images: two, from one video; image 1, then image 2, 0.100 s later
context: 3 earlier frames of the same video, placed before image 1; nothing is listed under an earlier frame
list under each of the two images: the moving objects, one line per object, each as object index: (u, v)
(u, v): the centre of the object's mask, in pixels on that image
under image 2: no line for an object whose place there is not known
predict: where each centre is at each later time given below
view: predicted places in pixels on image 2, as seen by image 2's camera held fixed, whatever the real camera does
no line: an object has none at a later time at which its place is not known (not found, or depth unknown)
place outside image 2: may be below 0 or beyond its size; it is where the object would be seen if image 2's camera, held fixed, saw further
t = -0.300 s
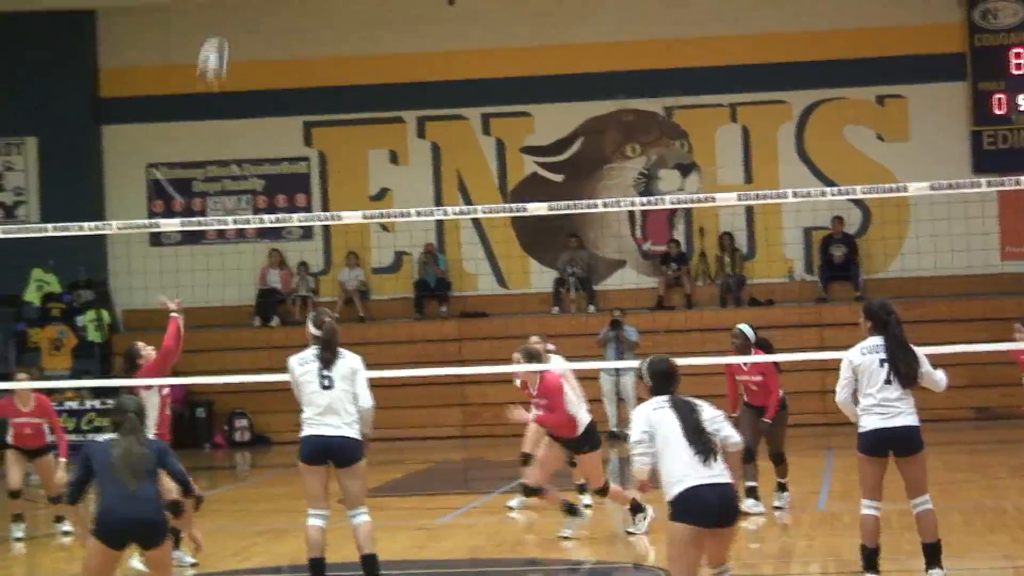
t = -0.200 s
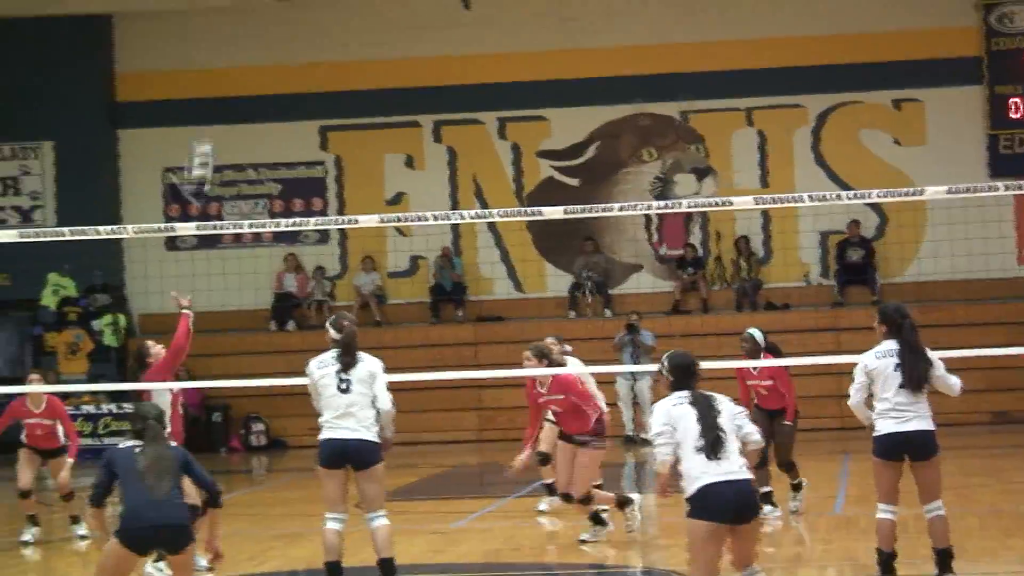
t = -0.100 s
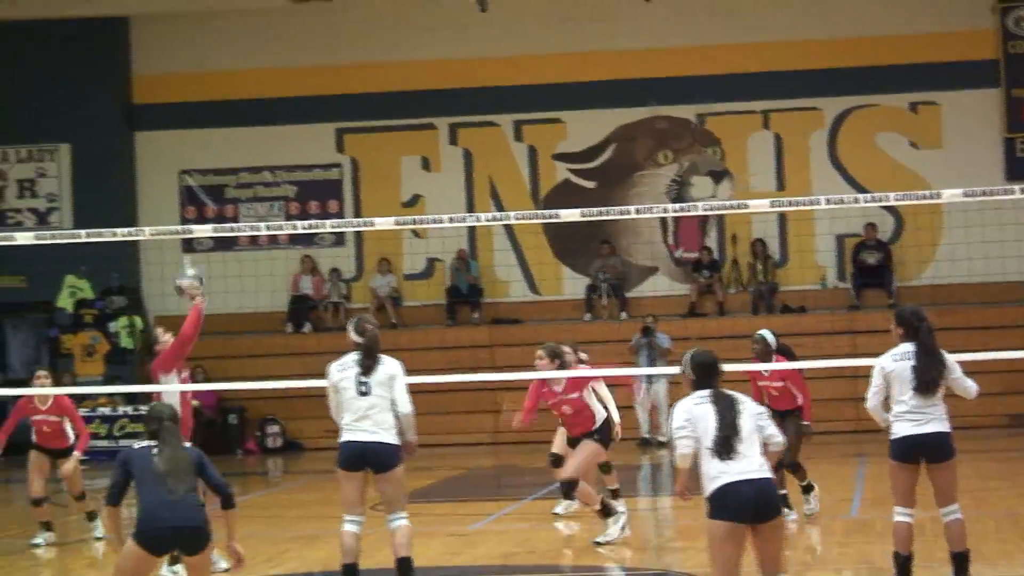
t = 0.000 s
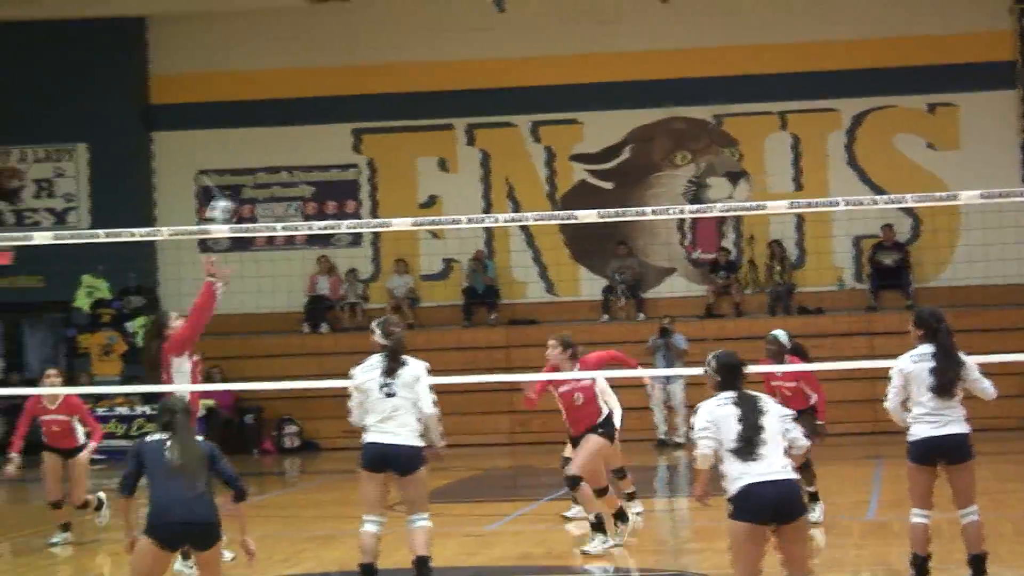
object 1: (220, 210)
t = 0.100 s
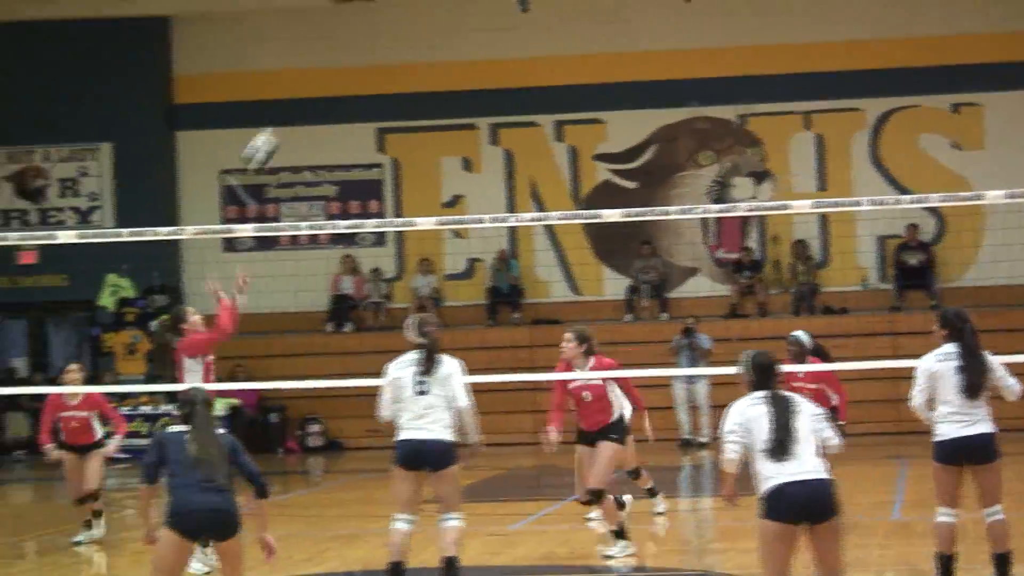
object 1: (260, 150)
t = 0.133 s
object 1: (265, 131)
